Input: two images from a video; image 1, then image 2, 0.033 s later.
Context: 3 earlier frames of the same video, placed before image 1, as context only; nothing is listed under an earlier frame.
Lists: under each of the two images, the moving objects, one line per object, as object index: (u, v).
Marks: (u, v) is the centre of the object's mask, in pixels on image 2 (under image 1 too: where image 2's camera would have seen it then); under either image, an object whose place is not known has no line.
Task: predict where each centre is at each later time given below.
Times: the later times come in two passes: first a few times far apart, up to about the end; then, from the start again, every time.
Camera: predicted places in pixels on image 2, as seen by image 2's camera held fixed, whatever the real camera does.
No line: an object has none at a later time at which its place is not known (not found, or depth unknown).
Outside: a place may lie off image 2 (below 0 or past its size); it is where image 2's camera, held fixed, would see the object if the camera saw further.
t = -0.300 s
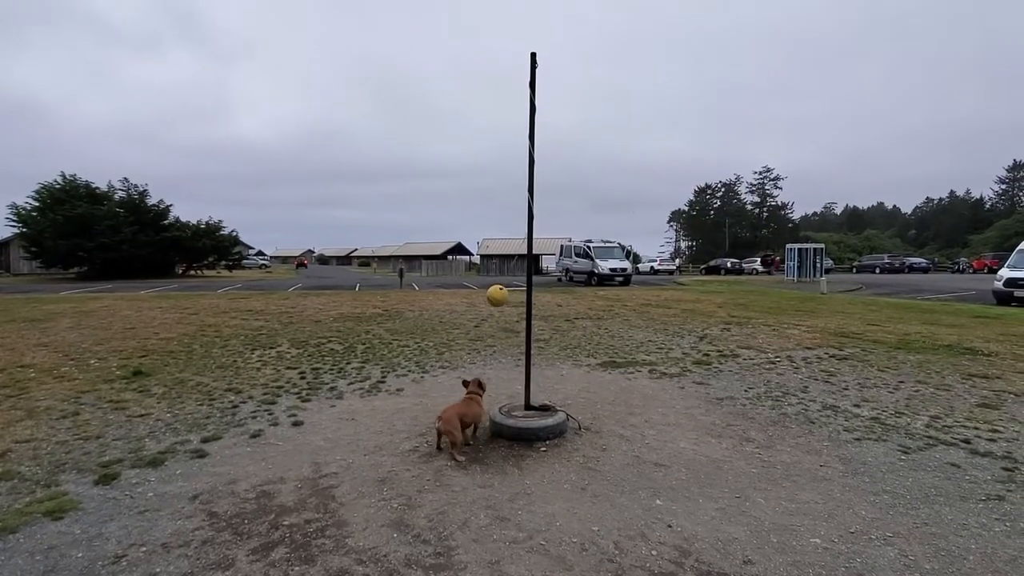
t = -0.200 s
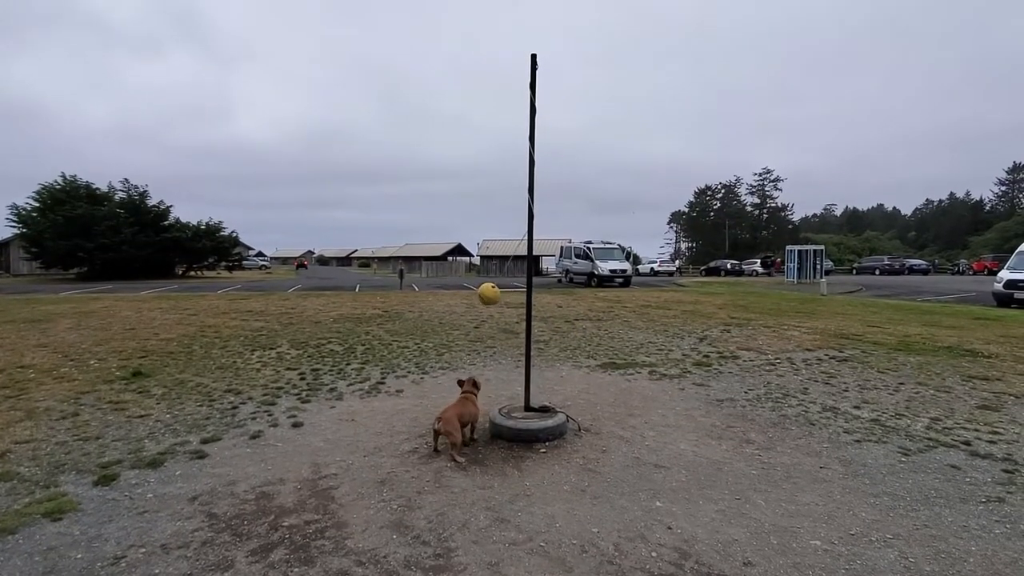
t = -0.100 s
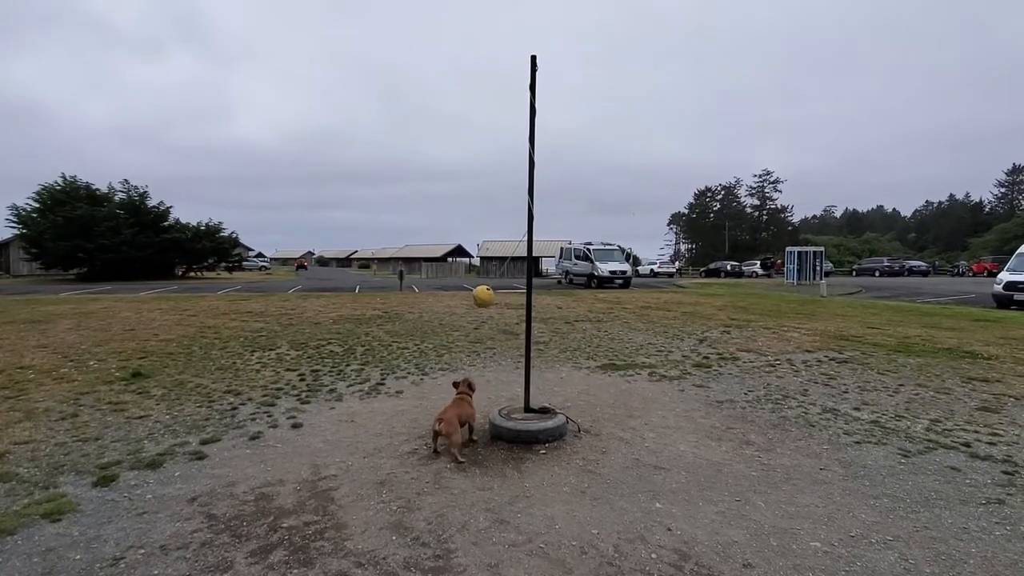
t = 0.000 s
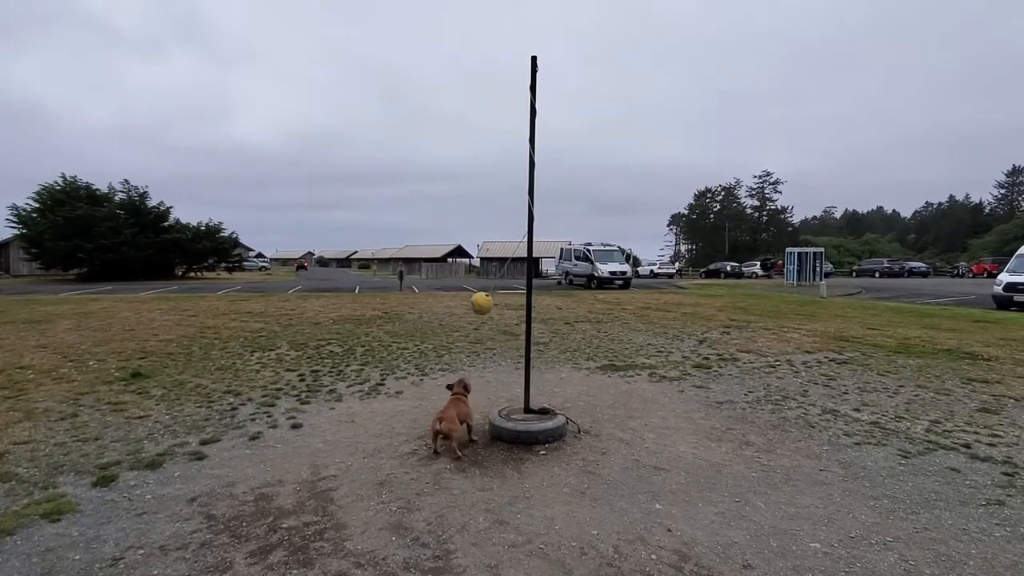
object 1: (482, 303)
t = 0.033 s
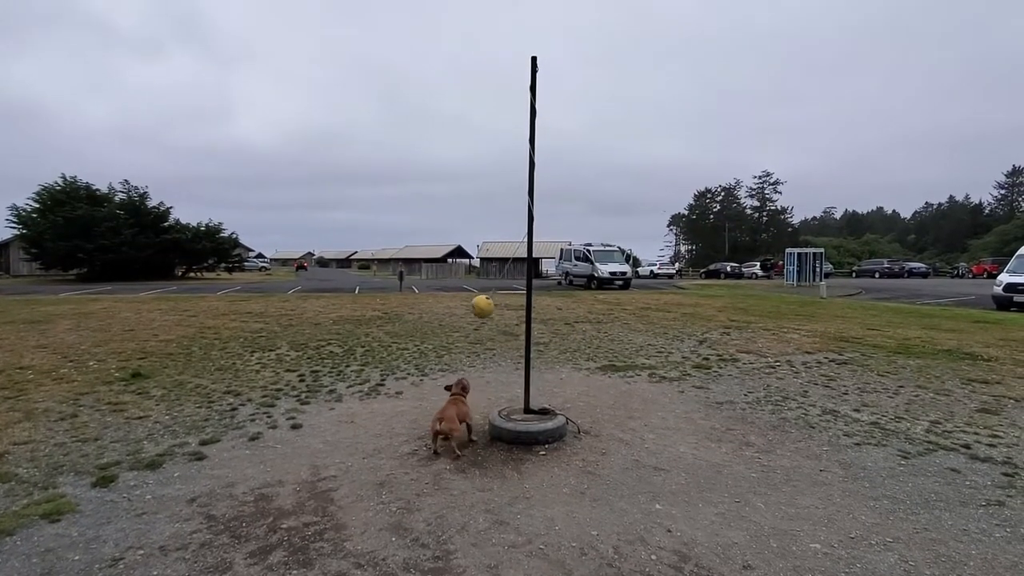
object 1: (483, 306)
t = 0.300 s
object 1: (512, 329)
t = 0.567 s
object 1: (565, 314)
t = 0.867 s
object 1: (580, 309)
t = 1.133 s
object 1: (541, 324)
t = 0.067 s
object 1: (483, 310)
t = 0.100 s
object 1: (485, 313)
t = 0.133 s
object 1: (488, 316)
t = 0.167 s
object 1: (491, 319)
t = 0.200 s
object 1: (496, 322)
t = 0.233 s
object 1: (500, 325)
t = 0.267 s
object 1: (506, 327)
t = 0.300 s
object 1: (512, 329)
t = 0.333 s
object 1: (519, 329)
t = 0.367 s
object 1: (526, 329)
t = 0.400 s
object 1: (533, 327)
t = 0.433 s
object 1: (541, 326)
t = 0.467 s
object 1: (547, 323)
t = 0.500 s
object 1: (554, 320)
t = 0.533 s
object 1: (560, 317)
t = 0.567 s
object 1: (565, 314)
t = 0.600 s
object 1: (570, 311)
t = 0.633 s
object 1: (574, 309)
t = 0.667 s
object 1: (576, 307)
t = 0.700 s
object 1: (579, 306)
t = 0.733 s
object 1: (581, 305)
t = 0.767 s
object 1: (581, 306)
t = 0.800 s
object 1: (581, 306)
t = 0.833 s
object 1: (581, 307)
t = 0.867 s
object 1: (580, 309)
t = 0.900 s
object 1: (577, 312)
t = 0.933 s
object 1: (575, 314)
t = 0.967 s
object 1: (571, 317)
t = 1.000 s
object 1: (566, 319)
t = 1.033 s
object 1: (560, 321)
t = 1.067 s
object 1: (554, 323)
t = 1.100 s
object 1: (548, 324)
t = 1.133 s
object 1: (541, 324)
